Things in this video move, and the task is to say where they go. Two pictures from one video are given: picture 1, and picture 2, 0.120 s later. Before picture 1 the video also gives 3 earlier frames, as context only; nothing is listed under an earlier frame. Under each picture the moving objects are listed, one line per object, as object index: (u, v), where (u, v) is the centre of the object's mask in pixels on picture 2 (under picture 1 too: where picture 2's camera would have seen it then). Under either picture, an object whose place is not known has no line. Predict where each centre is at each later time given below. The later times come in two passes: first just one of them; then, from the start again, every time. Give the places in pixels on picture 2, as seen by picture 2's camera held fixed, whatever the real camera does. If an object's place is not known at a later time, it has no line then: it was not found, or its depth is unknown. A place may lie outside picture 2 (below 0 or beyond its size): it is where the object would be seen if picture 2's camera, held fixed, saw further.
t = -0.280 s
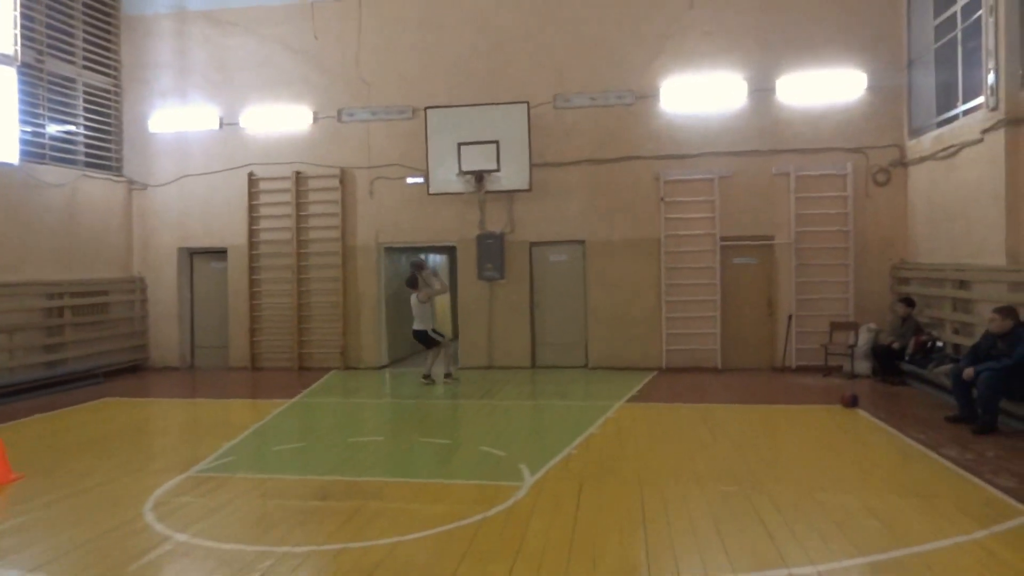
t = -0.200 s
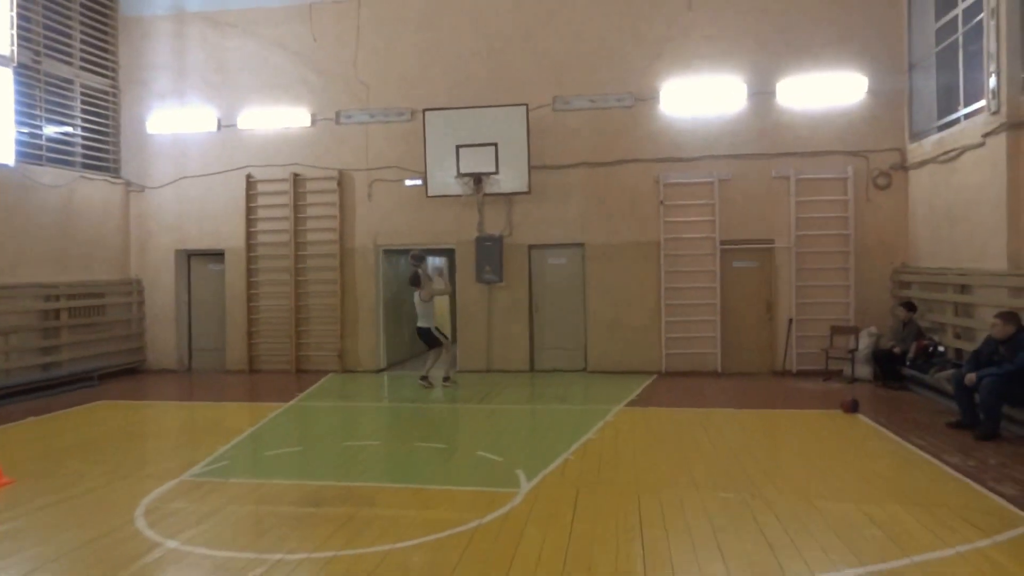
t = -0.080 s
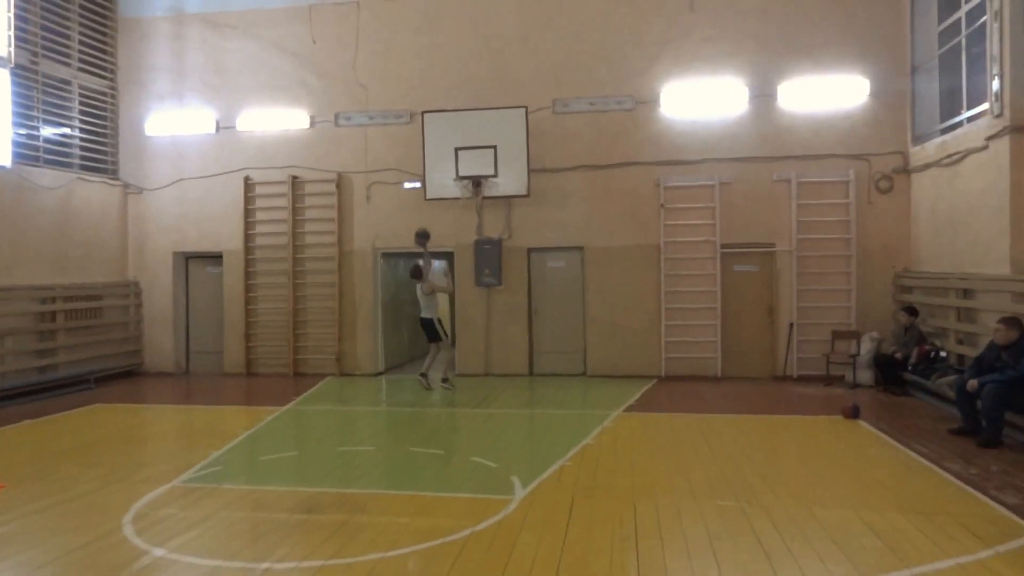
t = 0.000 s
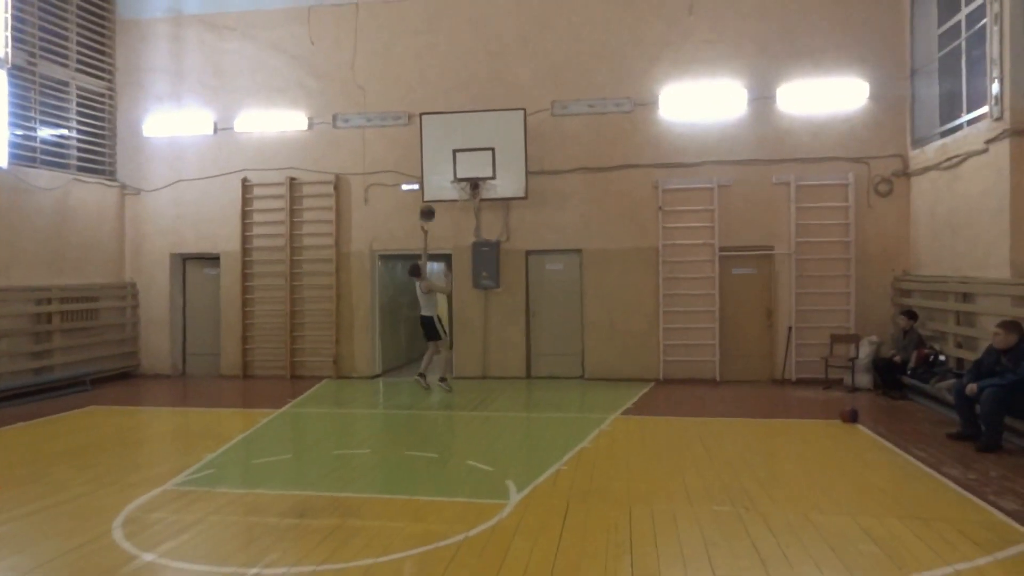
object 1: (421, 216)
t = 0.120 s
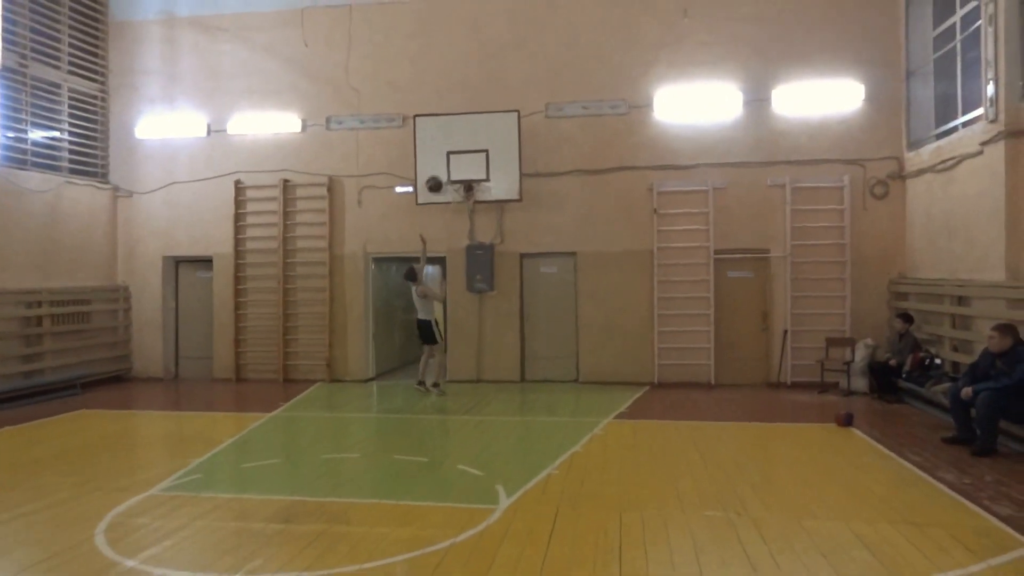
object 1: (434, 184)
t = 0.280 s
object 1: (444, 166)
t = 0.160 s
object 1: (438, 177)
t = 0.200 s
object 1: (442, 172)
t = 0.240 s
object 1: (443, 169)
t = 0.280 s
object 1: (444, 166)
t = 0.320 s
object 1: (445, 166)
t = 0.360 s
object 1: (447, 165)
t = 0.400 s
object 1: (448, 166)
